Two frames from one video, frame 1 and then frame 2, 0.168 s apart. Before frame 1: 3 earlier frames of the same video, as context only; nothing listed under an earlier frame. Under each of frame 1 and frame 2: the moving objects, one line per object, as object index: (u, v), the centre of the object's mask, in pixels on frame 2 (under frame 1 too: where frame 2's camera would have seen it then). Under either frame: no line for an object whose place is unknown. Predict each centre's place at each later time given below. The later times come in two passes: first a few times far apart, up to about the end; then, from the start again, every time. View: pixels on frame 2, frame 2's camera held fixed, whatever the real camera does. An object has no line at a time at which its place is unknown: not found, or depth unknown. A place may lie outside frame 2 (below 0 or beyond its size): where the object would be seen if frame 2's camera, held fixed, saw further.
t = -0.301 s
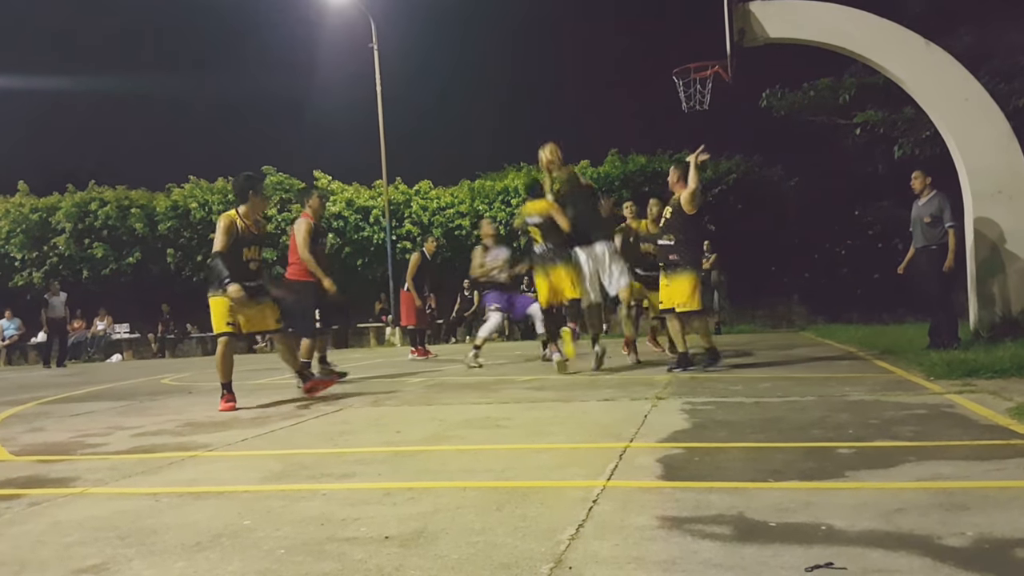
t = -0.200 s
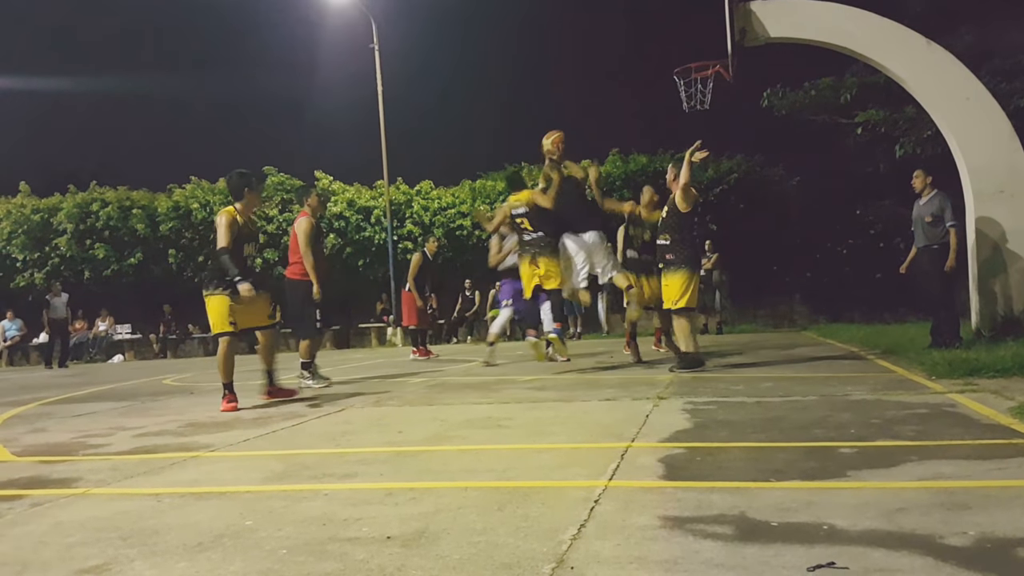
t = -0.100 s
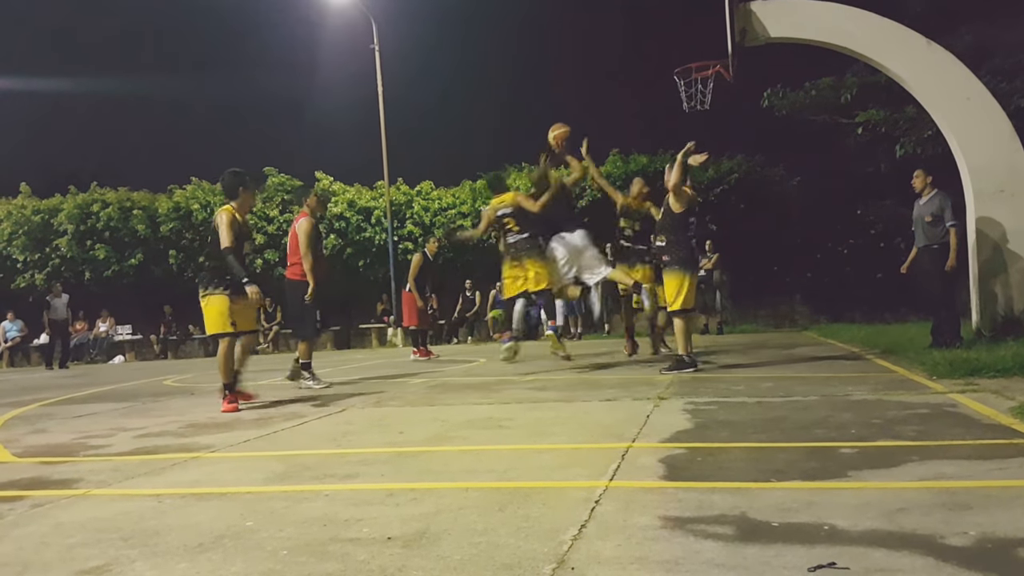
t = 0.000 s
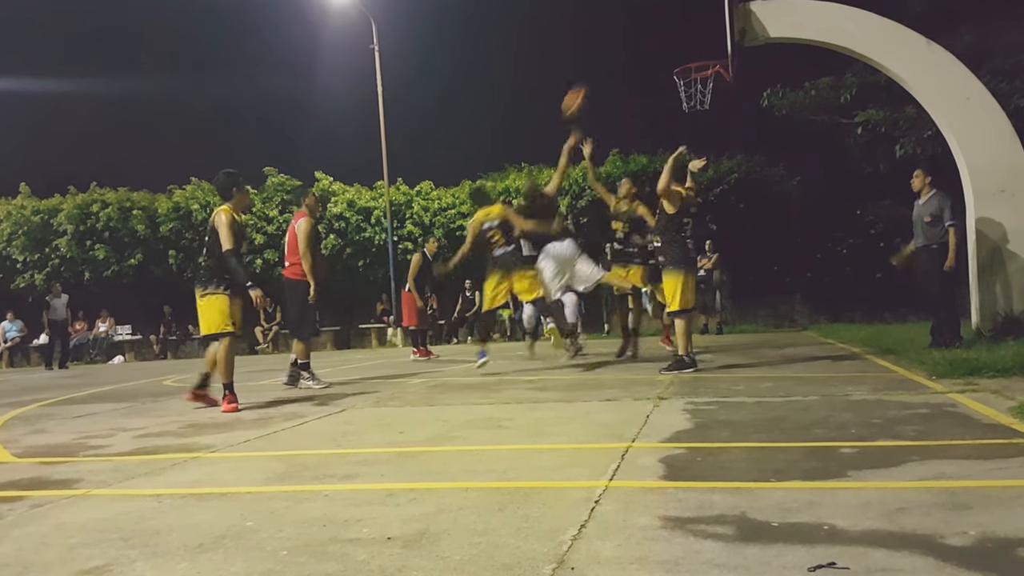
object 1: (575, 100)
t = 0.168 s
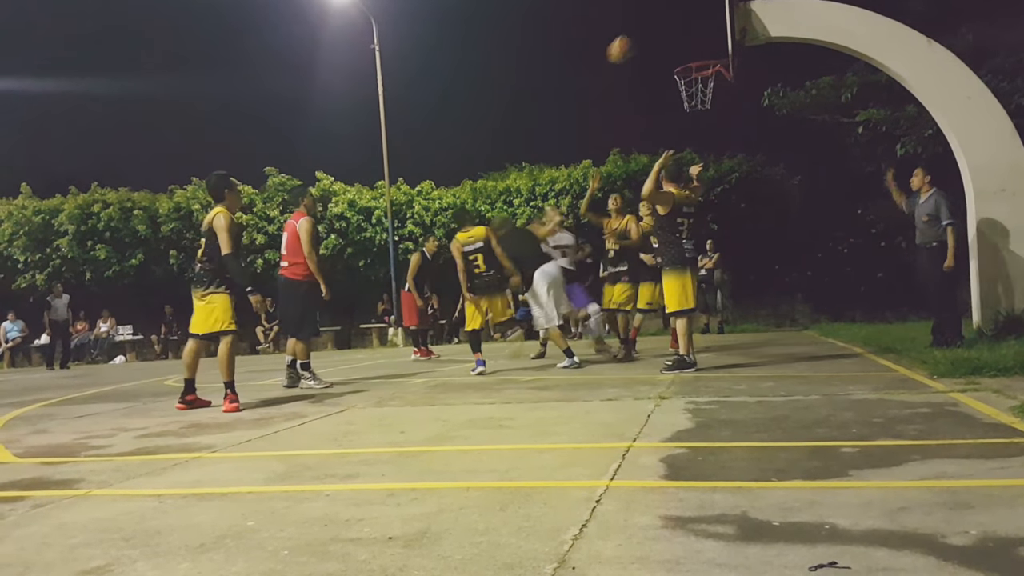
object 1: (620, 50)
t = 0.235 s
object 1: (638, 37)
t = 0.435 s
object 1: (691, 26)
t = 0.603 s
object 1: (706, 49)
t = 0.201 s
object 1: (629, 42)
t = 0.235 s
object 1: (638, 37)
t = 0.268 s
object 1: (647, 32)
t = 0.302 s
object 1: (655, 28)
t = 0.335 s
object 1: (664, 26)
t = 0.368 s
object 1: (672, 24)
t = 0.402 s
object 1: (682, 25)
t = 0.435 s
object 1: (691, 26)
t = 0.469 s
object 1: (699, 27)
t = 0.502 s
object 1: (708, 31)
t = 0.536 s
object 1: (715, 35)
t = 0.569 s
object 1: (712, 41)
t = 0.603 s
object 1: (706, 49)
